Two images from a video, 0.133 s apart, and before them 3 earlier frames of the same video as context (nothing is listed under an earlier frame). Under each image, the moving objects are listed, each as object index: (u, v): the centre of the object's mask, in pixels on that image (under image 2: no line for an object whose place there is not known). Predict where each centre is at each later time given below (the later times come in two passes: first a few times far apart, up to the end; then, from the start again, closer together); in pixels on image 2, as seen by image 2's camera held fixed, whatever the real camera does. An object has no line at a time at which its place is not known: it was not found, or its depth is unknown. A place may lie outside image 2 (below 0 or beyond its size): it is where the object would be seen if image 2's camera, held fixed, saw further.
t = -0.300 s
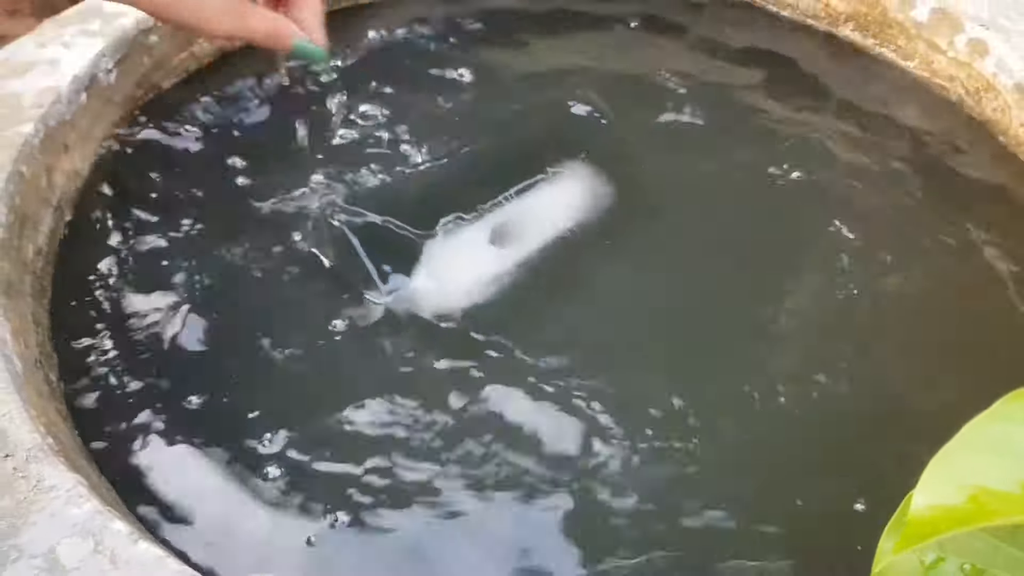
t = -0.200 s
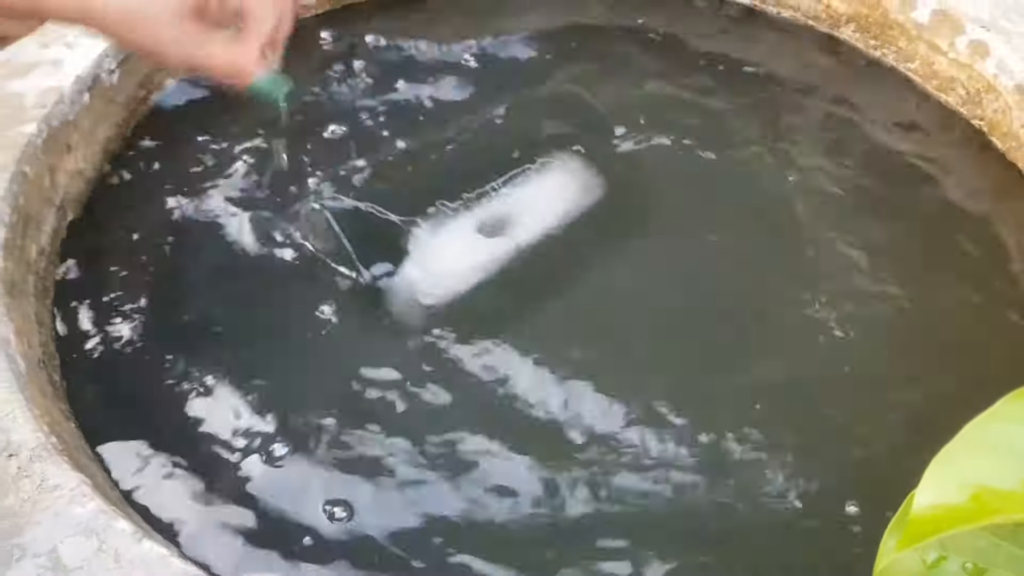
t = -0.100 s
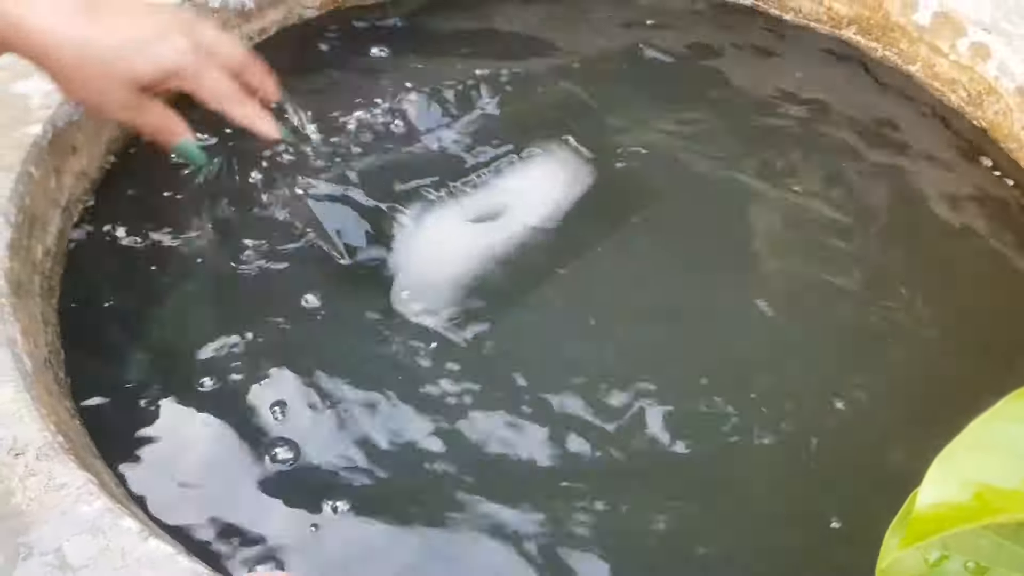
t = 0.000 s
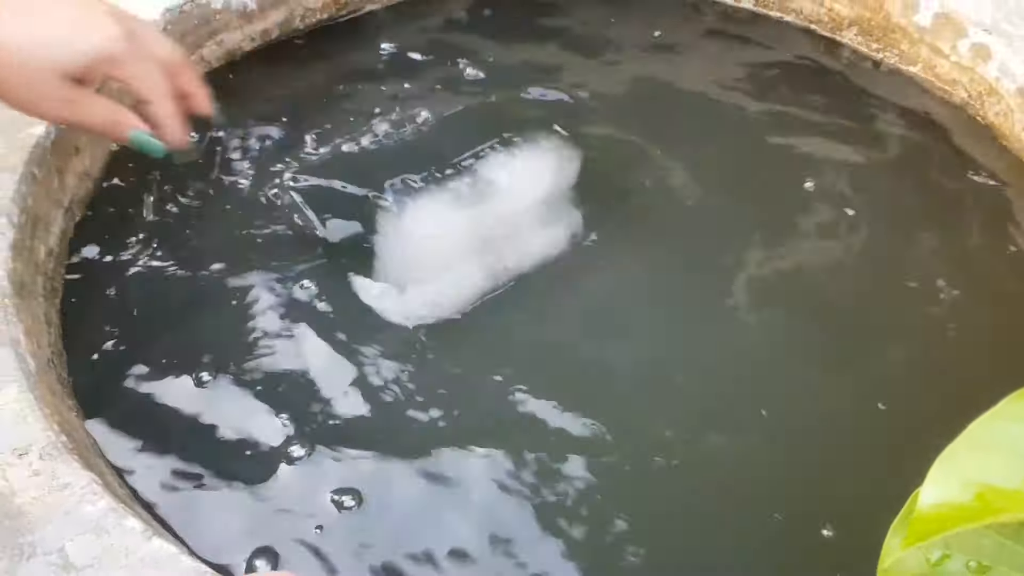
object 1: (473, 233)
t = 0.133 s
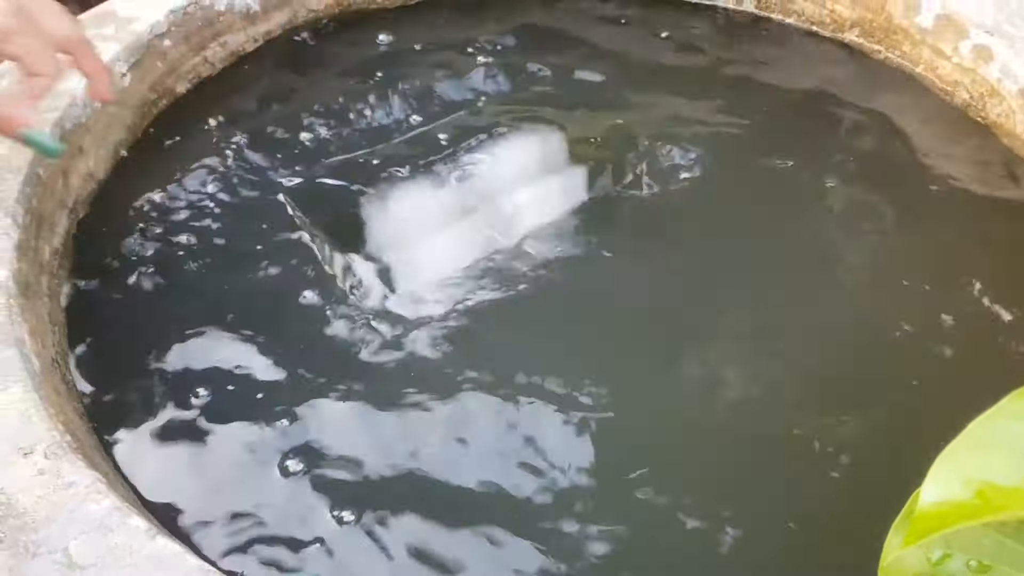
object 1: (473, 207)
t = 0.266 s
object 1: (471, 219)
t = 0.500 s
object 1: (456, 211)
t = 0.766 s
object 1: (444, 211)
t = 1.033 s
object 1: (436, 201)
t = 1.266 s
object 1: (427, 194)
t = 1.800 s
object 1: (413, 192)
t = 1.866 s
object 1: (413, 188)
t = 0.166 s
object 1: (473, 206)
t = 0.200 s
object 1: (472, 205)
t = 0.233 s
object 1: (472, 215)
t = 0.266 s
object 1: (471, 219)
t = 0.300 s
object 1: (469, 220)
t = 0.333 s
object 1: (467, 216)
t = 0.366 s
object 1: (465, 214)
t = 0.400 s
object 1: (464, 213)
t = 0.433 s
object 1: (462, 210)
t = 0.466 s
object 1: (460, 209)
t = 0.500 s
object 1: (456, 211)
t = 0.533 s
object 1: (454, 212)
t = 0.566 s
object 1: (451, 210)
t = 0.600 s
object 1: (450, 209)
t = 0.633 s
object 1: (448, 210)
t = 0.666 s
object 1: (445, 211)
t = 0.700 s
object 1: (446, 210)
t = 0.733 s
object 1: (445, 211)
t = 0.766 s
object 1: (444, 211)
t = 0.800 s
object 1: (444, 210)
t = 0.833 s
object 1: (443, 209)
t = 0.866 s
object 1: (442, 208)
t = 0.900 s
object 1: (439, 207)
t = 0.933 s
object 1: (436, 206)
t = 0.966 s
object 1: (434, 204)
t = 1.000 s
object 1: (434, 203)
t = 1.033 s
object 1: (436, 201)
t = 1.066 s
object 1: (439, 198)
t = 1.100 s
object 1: (439, 198)
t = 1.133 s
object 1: (436, 197)
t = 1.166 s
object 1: (435, 196)
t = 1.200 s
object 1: (432, 194)
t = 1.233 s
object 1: (429, 194)
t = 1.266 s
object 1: (427, 194)
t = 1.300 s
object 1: (426, 193)
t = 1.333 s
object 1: (424, 192)
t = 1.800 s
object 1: (413, 192)
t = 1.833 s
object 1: (413, 191)
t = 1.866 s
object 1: (413, 188)
